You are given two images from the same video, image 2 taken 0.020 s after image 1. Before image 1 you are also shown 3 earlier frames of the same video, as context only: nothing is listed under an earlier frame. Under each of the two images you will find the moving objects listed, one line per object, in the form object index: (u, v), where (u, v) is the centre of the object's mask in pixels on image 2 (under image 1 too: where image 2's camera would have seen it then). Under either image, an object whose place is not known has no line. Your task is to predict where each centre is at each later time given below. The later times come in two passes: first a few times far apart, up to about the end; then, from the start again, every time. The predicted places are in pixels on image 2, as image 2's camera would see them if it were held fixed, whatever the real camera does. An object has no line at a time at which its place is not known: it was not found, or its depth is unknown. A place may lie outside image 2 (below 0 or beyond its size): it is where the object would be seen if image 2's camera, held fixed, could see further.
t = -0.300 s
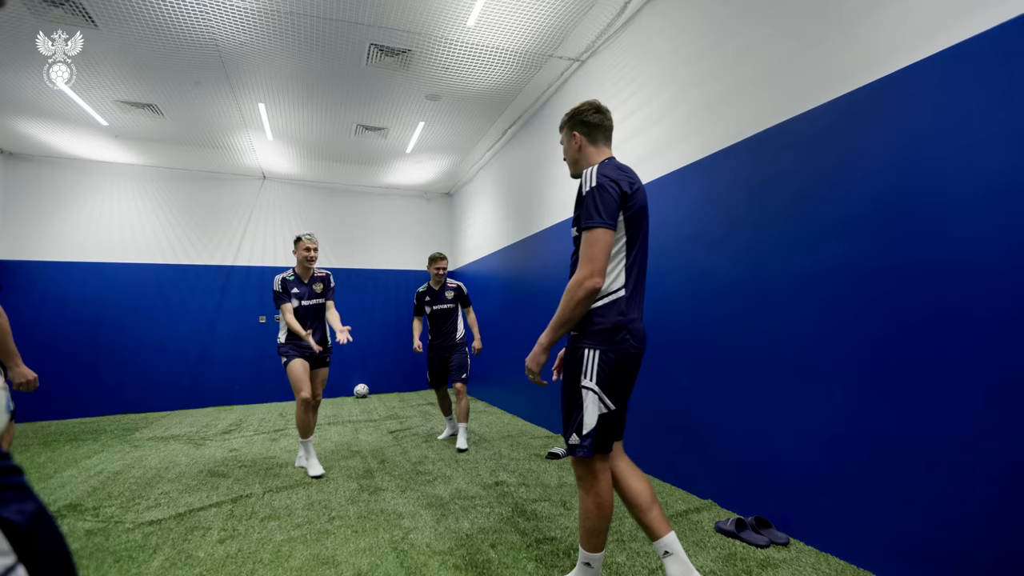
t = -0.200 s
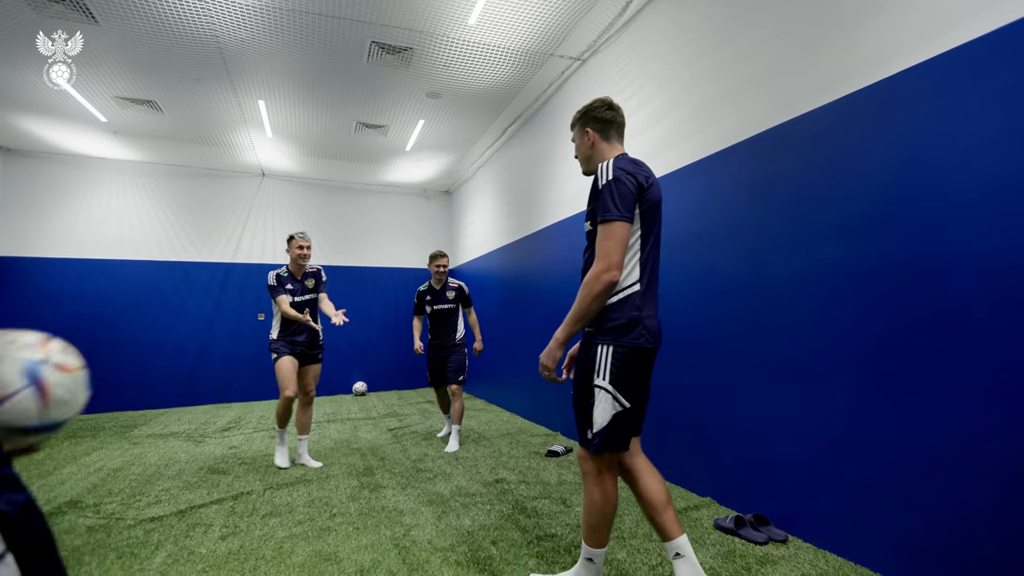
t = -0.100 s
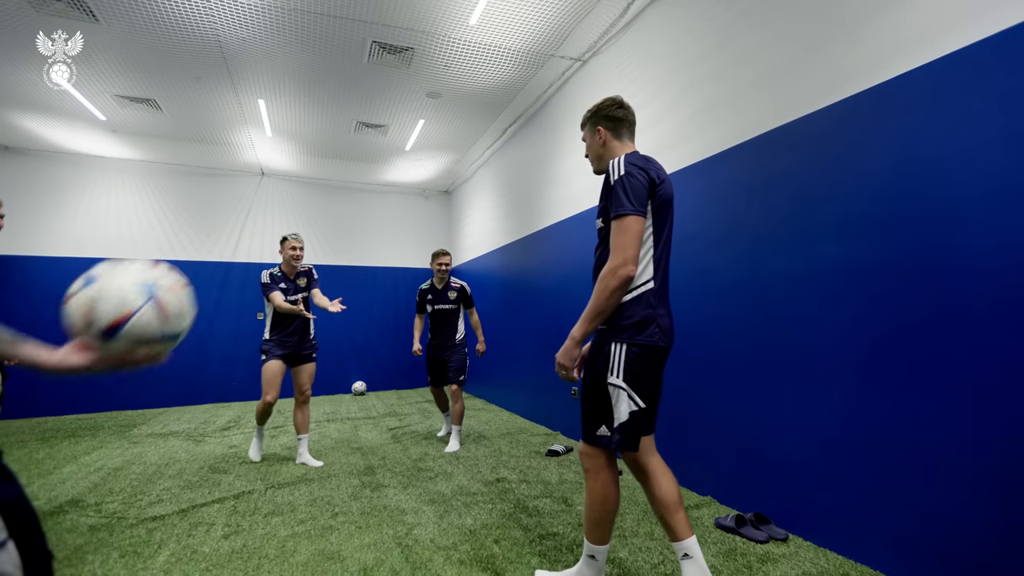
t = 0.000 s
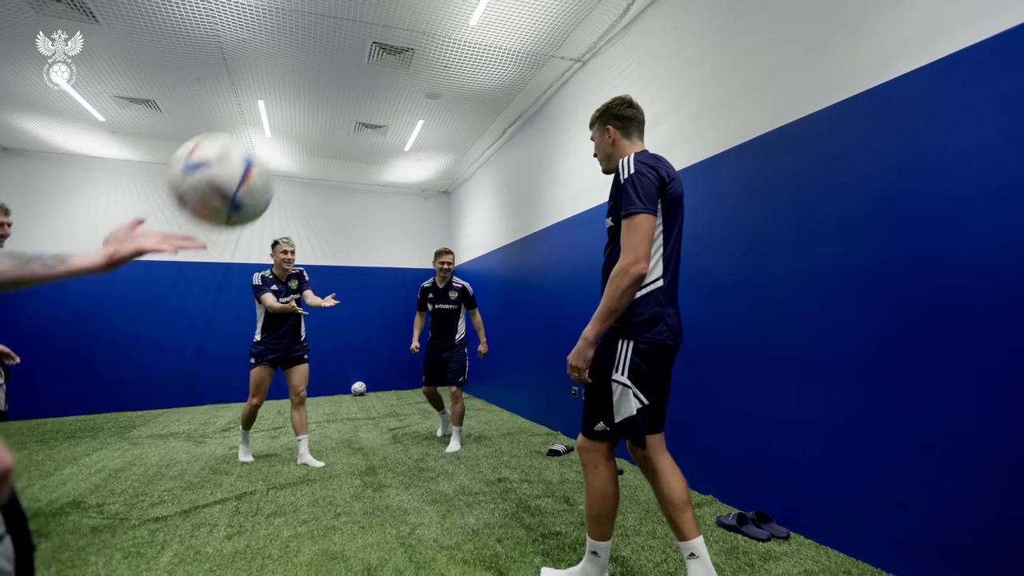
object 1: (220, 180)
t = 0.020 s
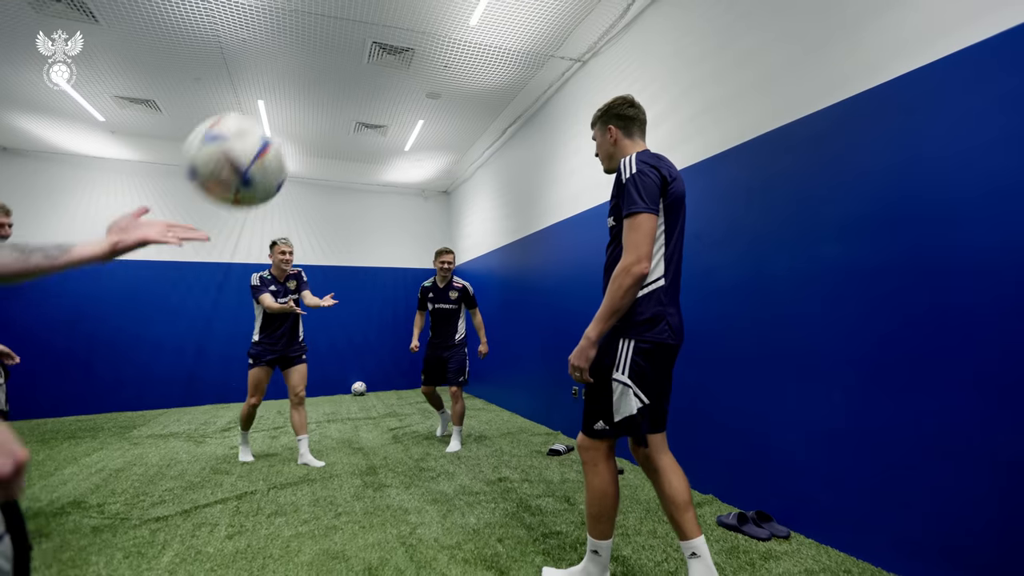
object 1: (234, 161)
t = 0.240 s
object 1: (371, 59)
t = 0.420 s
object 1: (455, 101)
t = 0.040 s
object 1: (249, 142)
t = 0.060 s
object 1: (264, 125)
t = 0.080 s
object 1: (278, 111)
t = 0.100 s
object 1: (291, 99)
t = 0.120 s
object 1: (304, 89)
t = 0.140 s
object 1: (316, 80)
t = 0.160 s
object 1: (328, 73)
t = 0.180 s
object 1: (340, 67)
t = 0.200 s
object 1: (350, 63)
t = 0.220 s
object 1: (361, 60)
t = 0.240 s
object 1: (371, 59)
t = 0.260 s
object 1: (381, 58)
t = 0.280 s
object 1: (390, 60)
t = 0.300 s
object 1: (400, 62)
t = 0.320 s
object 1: (409, 66)
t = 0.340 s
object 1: (419, 71)
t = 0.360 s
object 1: (429, 77)
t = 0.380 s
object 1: (437, 83)
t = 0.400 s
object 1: (446, 92)
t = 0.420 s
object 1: (455, 101)
